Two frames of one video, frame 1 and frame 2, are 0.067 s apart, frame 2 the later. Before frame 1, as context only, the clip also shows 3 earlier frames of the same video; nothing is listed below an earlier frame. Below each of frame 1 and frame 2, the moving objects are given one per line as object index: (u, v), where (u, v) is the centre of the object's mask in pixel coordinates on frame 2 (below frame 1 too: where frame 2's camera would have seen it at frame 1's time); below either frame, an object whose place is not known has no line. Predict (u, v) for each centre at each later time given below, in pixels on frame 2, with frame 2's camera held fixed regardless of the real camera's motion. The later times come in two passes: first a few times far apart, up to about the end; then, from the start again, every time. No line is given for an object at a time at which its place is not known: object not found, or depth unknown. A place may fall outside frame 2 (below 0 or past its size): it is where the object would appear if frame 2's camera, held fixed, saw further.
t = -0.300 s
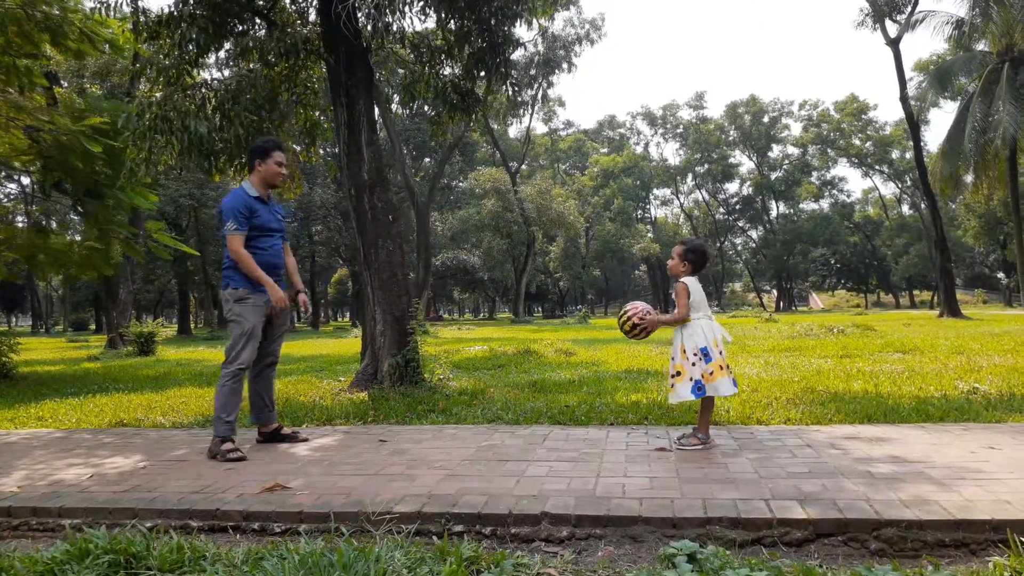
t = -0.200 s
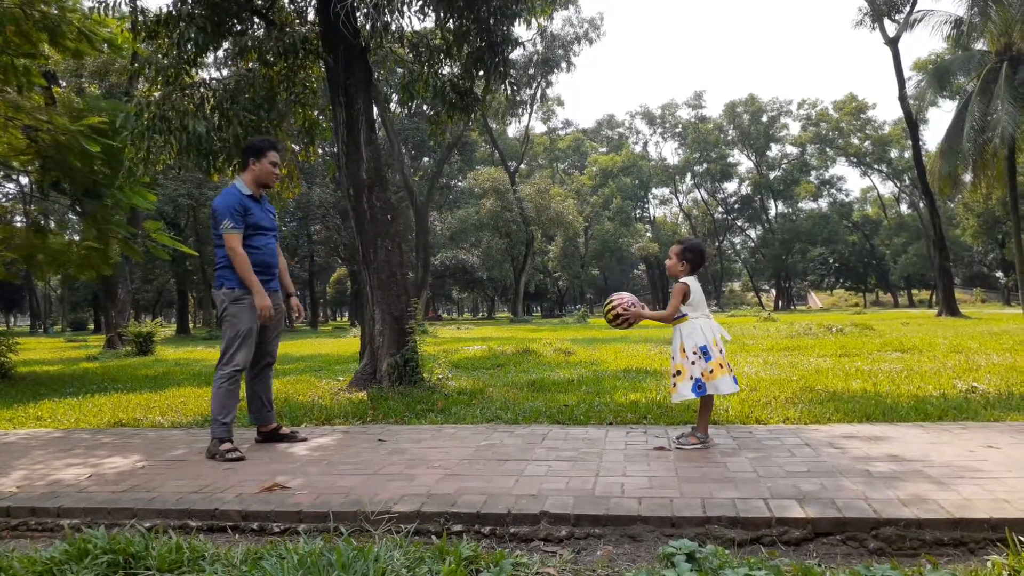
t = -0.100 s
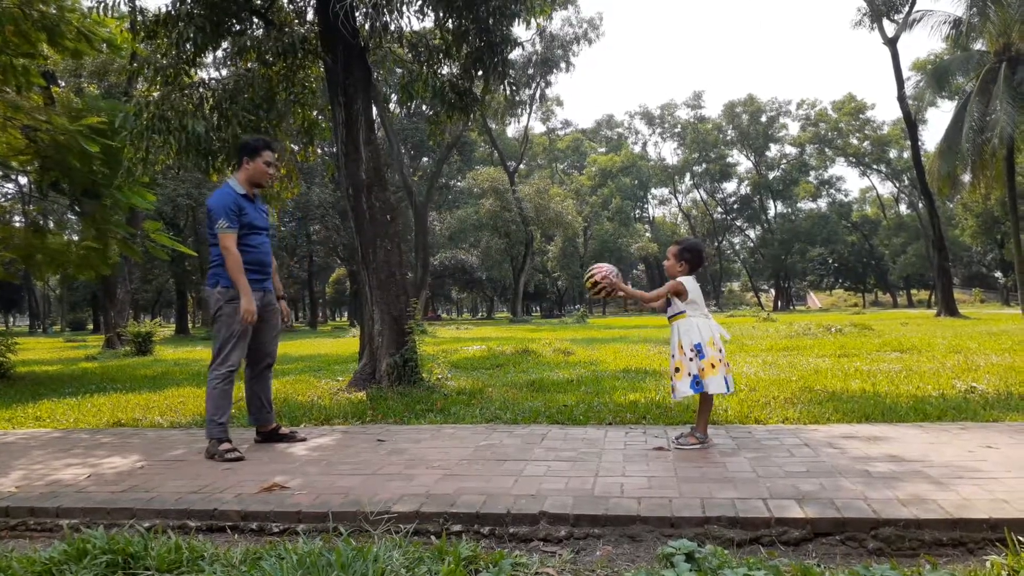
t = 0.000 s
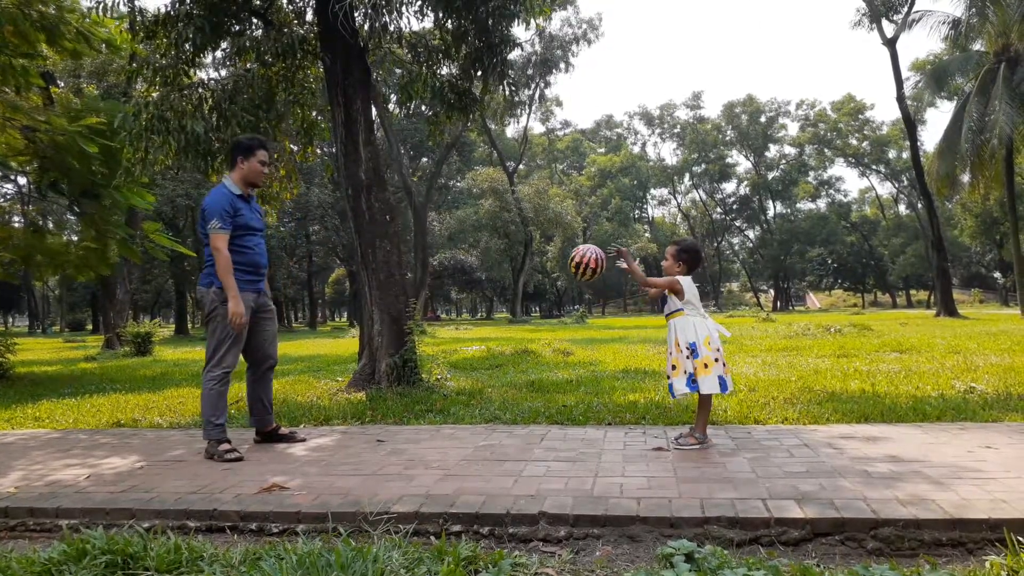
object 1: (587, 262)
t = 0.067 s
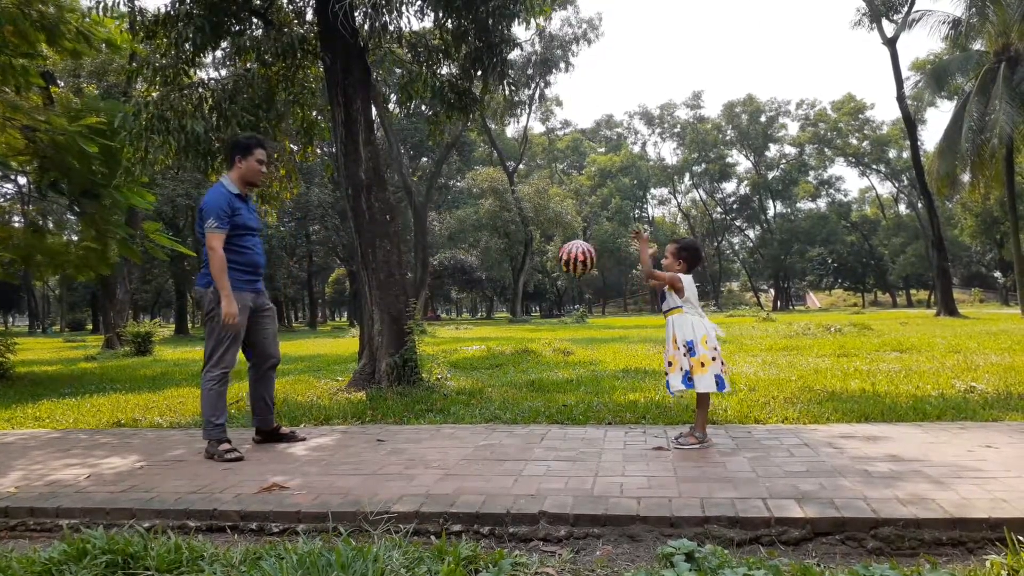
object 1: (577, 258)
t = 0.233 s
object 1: (554, 284)
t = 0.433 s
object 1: (529, 379)
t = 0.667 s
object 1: (502, 362)
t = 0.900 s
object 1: (471, 335)
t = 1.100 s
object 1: (446, 393)
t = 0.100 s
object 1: (573, 259)
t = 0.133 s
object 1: (568, 263)
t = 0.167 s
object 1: (563, 267)
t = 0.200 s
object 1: (558, 275)
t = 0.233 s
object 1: (554, 284)
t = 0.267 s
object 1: (550, 295)
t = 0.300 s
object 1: (546, 309)
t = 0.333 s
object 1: (541, 324)
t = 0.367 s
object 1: (537, 340)
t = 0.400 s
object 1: (533, 359)
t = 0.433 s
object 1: (529, 379)
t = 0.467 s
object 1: (525, 402)
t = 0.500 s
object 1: (522, 428)
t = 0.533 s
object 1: (519, 422)
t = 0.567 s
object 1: (514, 403)
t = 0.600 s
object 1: (511, 388)
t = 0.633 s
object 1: (506, 374)
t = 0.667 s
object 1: (502, 362)
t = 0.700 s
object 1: (497, 352)
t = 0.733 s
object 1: (493, 344)
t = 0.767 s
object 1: (488, 338)
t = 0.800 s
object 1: (484, 334)
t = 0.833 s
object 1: (480, 332)
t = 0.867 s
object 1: (475, 332)
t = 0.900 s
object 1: (471, 335)
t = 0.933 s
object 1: (467, 339)
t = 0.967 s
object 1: (462, 345)
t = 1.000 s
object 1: (458, 354)
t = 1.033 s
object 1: (454, 365)
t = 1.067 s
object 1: (450, 378)
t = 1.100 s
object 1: (446, 393)
